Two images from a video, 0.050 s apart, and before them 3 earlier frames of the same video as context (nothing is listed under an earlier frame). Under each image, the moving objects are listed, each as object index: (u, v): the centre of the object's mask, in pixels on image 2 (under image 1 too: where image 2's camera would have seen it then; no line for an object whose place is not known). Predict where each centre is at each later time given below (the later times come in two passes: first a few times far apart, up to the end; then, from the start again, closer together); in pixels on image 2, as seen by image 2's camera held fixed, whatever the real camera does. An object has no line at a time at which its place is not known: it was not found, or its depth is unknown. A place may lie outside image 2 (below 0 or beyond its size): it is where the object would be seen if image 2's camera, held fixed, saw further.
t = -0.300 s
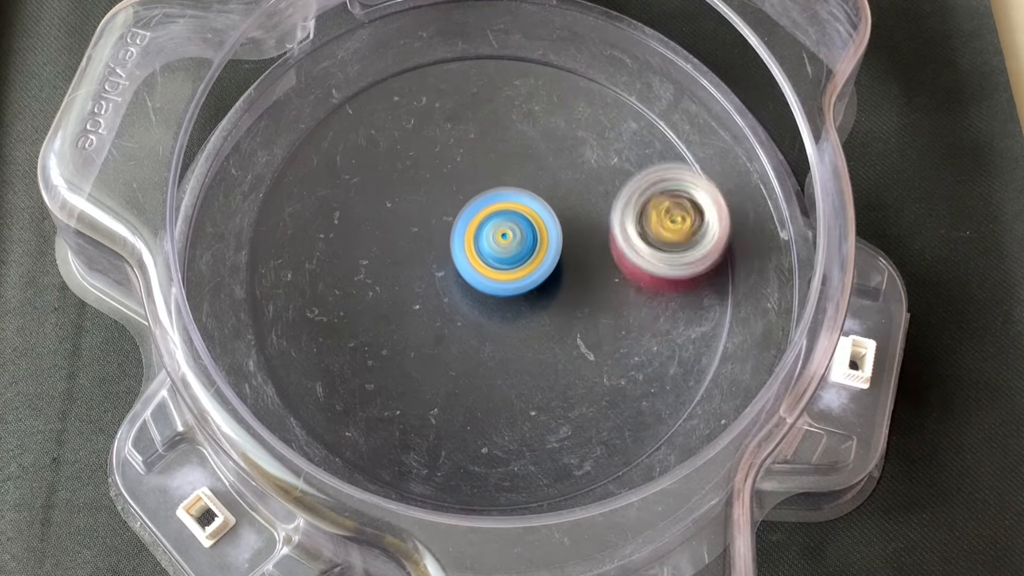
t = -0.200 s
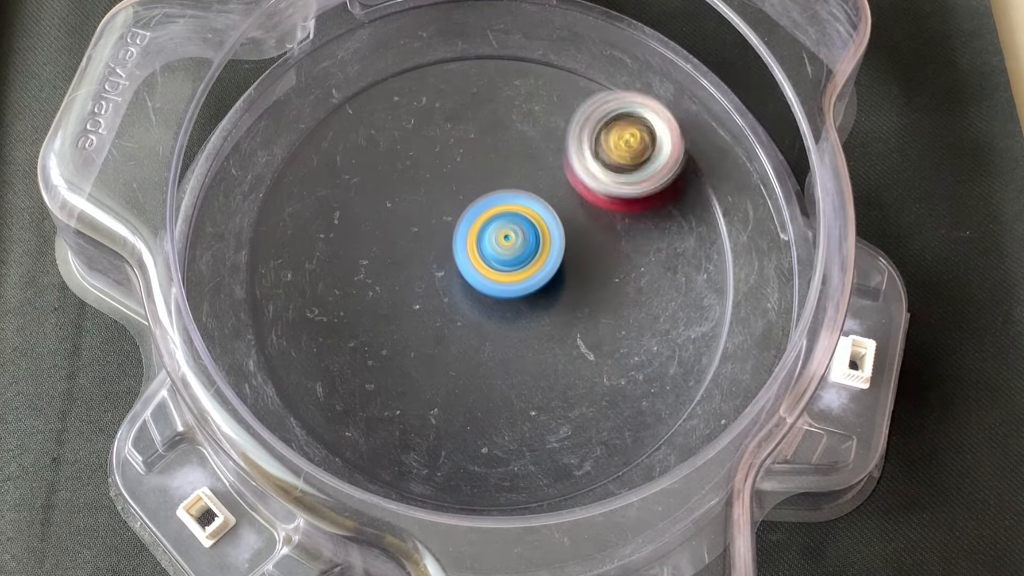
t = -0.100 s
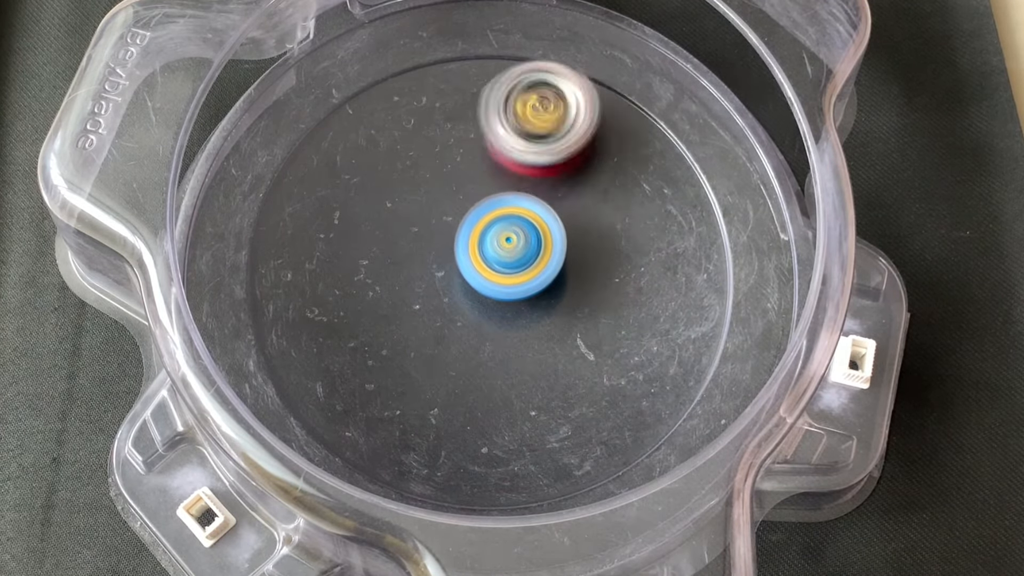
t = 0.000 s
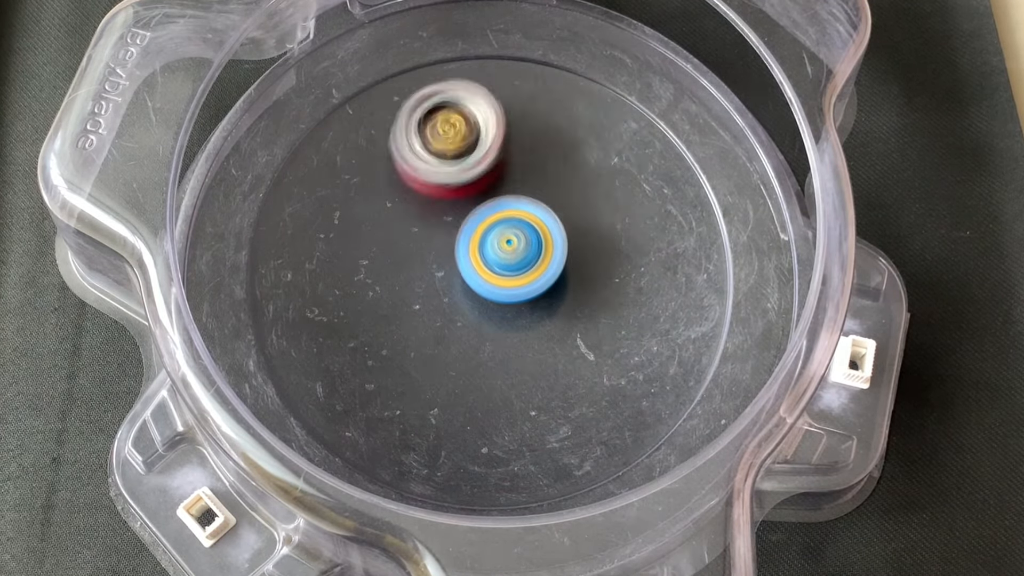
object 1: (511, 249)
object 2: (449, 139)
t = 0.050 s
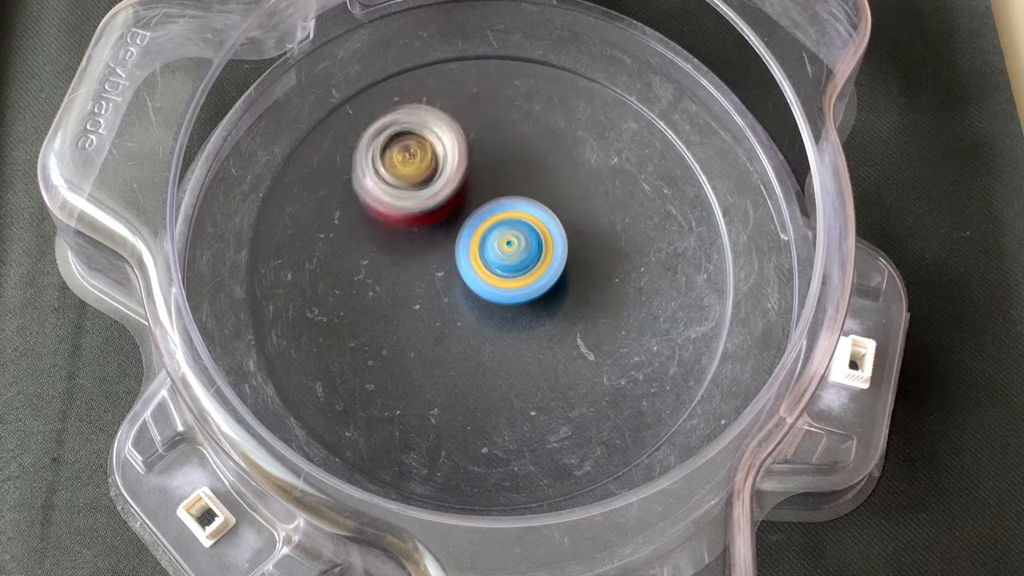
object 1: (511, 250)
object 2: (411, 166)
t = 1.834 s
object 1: (466, 269)
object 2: (529, 170)
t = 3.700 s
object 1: (520, 313)
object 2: (531, 204)
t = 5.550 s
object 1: (511, 162)
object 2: (524, 322)
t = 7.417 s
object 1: (440, 294)
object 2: (525, 180)
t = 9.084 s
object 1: (565, 277)
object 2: (424, 306)
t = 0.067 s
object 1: (512, 251)
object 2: (399, 177)
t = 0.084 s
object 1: (512, 252)
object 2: (389, 191)
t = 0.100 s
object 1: (512, 252)
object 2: (382, 203)
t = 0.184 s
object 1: (512, 254)
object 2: (361, 273)
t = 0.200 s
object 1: (512, 255)
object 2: (360, 288)
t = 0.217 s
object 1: (512, 255)
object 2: (362, 305)
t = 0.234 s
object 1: (512, 256)
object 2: (366, 319)
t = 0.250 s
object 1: (512, 256)
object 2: (370, 332)
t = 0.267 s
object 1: (512, 257)
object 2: (376, 345)
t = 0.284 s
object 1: (512, 258)
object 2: (384, 360)
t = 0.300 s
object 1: (512, 258)
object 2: (393, 373)
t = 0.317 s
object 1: (512, 259)
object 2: (403, 382)
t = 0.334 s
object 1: (513, 259)
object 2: (414, 392)
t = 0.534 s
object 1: (511, 266)
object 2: (588, 394)
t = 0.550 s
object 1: (511, 266)
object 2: (600, 385)
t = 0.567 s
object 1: (511, 267)
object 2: (609, 375)
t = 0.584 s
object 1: (510, 267)
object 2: (616, 365)
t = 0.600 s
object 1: (510, 267)
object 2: (624, 351)
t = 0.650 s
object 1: (509, 269)
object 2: (636, 313)
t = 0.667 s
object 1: (509, 269)
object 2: (638, 298)
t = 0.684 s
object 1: (509, 270)
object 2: (638, 282)
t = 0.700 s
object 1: (509, 270)
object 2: (635, 269)
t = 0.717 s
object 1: (508, 271)
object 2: (631, 256)
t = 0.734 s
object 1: (508, 271)
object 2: (626, 241)
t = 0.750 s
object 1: (507, 272)
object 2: (619, 228)
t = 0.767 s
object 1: (507, 272)
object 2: (611, 218)
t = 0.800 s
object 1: (506, 273)
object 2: (591, 198)
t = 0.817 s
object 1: (505, 274)
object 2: (579, 189)
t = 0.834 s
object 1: (505, 274)
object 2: (567, 182)
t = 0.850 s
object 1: (504, 275)
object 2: (554, 177)
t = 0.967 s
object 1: (500, 278)
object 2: (454, 170)
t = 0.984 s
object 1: (499, 278)
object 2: (440, 174)
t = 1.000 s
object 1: (499, 279)
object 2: (427, 177)
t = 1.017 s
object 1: (498, 279)
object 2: (414, 182)
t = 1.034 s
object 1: (497, 279)
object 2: (401, 190)
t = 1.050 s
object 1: (496, 280)
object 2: (389, 198)
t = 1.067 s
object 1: (496, 280)
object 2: (379, 206)
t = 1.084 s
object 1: (495, 280)
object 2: (369, 216)
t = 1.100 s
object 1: (494, 280)
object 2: (360, 228)
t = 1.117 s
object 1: (493, 280)
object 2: (354, 238)
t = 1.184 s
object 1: (490, 281)
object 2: (339, 289)
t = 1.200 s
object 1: (490, 281)
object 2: (339, 302)
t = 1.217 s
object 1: (489, 281)
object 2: (340, 317)
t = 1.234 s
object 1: (489, 281)
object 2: (344, 331)
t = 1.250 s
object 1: (488, 281)
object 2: (349, 343)
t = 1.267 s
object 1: (487, 281)
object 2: (356, 355)
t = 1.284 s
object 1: (487, 281)
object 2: (365, 368)
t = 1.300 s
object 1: (486, 281)
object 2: (375, 376)
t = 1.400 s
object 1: (482, 280)
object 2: (461, 410)
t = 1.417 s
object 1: (481, 280)
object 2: (476, 409)
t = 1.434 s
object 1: (480, 280)
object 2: (489, 407)
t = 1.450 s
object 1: (480, 279)
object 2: (504, 402)
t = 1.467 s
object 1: (479, 279)
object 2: (518, 396)
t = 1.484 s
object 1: (478, 279)
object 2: (529, 390)
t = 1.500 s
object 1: (478, 279)
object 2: (541, 382)
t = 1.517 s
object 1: (477, 279)
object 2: (552, 373)
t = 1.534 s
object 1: (476, 278)
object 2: (560, 363)
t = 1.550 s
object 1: (476, 278)
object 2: (567, 354)
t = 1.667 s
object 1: (471, 274)
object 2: (590, 269)
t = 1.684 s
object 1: (470, 274)
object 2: (589, 255)
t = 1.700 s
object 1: (469, 273)
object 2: (587, 242)
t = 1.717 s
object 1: (468, 272)
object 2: (583, 230)
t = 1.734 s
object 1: (468, 272)
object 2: (578, 220)
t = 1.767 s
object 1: (468, 271)
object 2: (565, 198)
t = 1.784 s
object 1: (467, 271)
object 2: (557, 191)
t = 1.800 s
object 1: (467, 270)
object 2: (548, 183)
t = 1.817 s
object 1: (466, 270)
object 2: (539, 176)
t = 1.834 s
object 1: (466, 269)
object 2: (529, 170)
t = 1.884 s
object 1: (465, 268)
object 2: (498, 161)
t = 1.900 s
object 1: (465, 268)
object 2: (486, 160)
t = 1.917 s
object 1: (465, 268)
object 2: (476, 160)
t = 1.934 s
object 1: (464, 268)
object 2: (466, 159)
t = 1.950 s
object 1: (464, 269)
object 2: (456, 160)
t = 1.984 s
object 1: (463, 274)
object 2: (438, 162)
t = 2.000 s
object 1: (462, 276)
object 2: (429, 163)
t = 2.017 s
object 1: (461, 278)
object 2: (420, 166)
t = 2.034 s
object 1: (461, 279)
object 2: (414, 169)
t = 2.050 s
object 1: (461, 279)
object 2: (407, 173)
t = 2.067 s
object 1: (461, 280)
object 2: (400, 179)
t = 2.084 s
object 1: (461, 279)
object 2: (394, 184)
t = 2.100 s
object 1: (461, 279)
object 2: (390, 190)
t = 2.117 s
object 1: (462, 281)
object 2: (385, 197)
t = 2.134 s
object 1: (464, 284)
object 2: (382, 201)
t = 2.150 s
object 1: (466, 288)
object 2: (380, 203)
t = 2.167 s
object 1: (468, 292)
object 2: (377, 207)
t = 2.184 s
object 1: (470, 295)
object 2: (375, 211)
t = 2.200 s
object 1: (472, 296)
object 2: (374, 215)
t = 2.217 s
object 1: (473, 297)
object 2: (372, 221)
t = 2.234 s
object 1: (474, 298)
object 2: (371, 226)
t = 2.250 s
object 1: (475, 298)
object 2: (372, 232)
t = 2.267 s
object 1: (476, 298)
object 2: (372, 238)
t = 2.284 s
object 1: (478, 298)
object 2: (374, 244)
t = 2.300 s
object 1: (482, 300)
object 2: (376, 249)
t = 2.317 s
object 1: (487, 303)
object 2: (377, 253)
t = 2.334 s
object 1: (491, 306)
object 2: (380, 255)
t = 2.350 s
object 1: (496, 309)
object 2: (383, 259)
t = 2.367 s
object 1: (499, 310)
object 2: (387, 262)
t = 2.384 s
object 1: (502, 311)
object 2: (392, 266)
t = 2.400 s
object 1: (506, 313)
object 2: (397, 268)
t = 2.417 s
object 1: (514, 315)
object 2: (400, 268)
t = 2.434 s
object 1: (520, 318)
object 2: (402, 267)
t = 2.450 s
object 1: (525, 320)
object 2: (405, 266)
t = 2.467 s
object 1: (530, 321)
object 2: (409, 265)
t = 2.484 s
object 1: (534, 322)
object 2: (412, 264)
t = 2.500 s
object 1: (537, 322)
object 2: (416, 262)
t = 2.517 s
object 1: (539, 322)
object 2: (420, 260)
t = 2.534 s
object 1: (540, 321)
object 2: (424, 258)
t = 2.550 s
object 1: (542, 320)
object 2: (428, 256)
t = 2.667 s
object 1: (549, 318)
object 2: (452, 231)
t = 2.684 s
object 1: (550, 317)
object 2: (455, 227)
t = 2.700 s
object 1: (550, 317)
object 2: (458, 222)
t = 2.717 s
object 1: (551, 316)
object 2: (460, 218)
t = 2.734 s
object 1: (552, 316)
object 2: (462, 214)
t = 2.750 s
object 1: (552, 315)
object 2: (463, 210)
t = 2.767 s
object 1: (552, 315)
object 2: (465, 206)
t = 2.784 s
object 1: (553, 314)
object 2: (466, 202)
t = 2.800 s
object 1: (553, 314)
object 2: (466, 198)
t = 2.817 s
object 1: (553, 313)
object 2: (467, 194)
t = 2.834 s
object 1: (553, 313)
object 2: (467, 191)
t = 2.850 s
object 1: (553, 312)
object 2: (466, 188)
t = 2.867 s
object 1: (553, 312)
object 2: (466, 185)
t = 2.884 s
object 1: (553, 311)
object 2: (465, 182)
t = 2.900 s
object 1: (553, 311)
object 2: (464, 181)
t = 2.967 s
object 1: (552, 309)
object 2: (460, 177)
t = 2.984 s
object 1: (552, 309)
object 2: (459, 177)
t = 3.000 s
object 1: (552, 308)
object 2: (458, 178)
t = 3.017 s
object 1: (551, 308)
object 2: (458, 178)
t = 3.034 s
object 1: (551, 308)
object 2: (457, 180)
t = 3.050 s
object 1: (551, 307)
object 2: (457, 181)
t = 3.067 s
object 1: (551, 307)
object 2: (457, 183)
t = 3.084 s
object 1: (550, 307)
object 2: (457, 185)
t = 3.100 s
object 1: (550, 307)
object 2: (457, 187)
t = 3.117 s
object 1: (550, 306)
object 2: (458, 190)
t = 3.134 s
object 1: (550, 306)
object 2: (459, 192)
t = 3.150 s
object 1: (549, 306)
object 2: (461, 195)
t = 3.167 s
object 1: (549, 305)
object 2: (462, 199)
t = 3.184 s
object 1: (548, 305)
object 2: (465, 201)
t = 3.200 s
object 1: (548, 305)
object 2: (467, 205)
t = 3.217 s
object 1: (547, 304)
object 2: (471, 208)
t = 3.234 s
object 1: (547, 304)
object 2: (474, 211)
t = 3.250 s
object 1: (546, 304)
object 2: (477, 213)
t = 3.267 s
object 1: (546, 305)
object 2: (481, 215)
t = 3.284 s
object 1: (546, 309)
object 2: (484, 215)
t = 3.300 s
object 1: (545, 313)
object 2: (488, 214)
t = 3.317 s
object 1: (544, 316)
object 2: (491, 214)
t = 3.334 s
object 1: (544, 317)
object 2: (494, 213)
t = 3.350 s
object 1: (543, 318)
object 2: (497, 212)
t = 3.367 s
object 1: (542, 319)
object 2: (500, 213)
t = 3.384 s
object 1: (540, 319)
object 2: (504, 213)
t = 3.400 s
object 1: (539, 319)
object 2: (507, 213)
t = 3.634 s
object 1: (525, 314)
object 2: (530, 203)
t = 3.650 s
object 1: (525, 313)
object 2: (530, 204)
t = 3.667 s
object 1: (524, 312)
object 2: (530, 204)
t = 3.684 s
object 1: (522, 312)
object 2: (530, 204)
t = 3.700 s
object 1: (520, 313)
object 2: (531, 204)
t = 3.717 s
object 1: (518, 314)
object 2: (532, 203)
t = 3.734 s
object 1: (516, 315)
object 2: (532, 203)
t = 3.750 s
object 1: (514, 315)
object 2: (532, 202)
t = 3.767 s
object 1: (512, 314)
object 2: (532, 202)
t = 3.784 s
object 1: (511, 314)
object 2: (532, 202)
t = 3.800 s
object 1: (510, 313)
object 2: (532, 202)
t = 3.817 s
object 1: (508, 312)
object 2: (531, 202)
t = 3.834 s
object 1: (507, 311)
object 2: (530, 203)
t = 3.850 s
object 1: (506, 310)
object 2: (529, 203)
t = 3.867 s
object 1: (504, 309)
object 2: (529, 205)
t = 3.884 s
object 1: (502, 310)
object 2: (529, 205)
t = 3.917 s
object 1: (495, 313)
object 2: (530, 204)
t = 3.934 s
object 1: (492, 315)
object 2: (530, 203)
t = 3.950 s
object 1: (490, 315)
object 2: (530, 203)
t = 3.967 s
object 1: (488, 315)
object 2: (529, 203)
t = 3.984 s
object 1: (486, 314)
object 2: (529, 203)
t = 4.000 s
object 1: (485, 314)
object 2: (529, 204)
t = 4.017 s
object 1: (484, 313)
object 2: (528, 204)
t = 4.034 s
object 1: (483, 312)
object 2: (527, 205)
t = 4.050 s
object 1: (482, 312)
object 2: (526, 207)
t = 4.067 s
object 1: (481, 311)
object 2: (525, 208)
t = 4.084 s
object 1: (480, 310)
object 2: (524, 210)
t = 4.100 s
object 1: (476, 311)
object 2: (526, 210)
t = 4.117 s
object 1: (464, 319)
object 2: (532, 204)
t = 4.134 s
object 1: (453, 329)
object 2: (541, 197)
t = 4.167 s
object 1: (431, 345)
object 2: (552, 186)
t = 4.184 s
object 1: (421, 351)
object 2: (556, 180)
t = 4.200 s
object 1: (413, 355)
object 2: (558, 176)
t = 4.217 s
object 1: (406, 359)
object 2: (559, 171)
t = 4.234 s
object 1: (400, 361)
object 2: (559, 168)
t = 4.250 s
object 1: (397, 361)
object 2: (559, 164)
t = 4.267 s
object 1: (394, 361)
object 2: (558, 161)
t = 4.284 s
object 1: (393, 361)
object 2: (557, 157)
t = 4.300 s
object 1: (393, 360)
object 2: (556, 155)
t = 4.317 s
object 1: (394, 359)
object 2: (553, 152)
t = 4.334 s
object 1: (394, 357)
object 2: (551, 151)
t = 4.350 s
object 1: (395, 356)
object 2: (548, 150)
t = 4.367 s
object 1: (396, 354)
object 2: (545, 149)
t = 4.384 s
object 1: (397, 352)
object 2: (541, 149)
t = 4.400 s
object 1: (398, 350)
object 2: (537, 149)
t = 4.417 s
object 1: (400, 348)
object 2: (533, 152)
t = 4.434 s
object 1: (402, 346)
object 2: (529, 153)
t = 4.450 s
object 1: (404, 342)
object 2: (525, 157)
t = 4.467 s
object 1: (406, 340)
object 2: (521, 160)
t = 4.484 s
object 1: (408, 337)
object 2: (517, 165)
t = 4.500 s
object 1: (410, 334)
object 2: (513, 170)
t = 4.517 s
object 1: (412, 331)
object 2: (510, 176)
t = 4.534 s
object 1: (415, 328)
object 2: (507, 182)
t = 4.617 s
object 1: (424, 315)
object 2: (499, 218)
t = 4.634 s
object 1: (425, 313)
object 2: (498, 226)
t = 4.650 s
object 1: (426, 311)
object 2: (498, 232)
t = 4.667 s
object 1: (420, 312)
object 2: (504, 237)
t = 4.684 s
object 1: (411, 313)
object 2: (513, 240)
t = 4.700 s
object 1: (402, 315)
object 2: (521, 242)
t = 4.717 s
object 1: (396, 316)
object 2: (529, 246)
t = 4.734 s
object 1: (390, 316)
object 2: (534, 249)
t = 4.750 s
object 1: (387, 315)
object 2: (541, 252)
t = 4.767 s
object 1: (385, 314)
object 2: (546, 255)
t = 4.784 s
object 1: (384, 313)
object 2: (551, 257)
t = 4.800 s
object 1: (384, 311)
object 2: (556, 258)
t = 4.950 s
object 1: (404, 295)
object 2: (598, 269)
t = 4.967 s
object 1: (407, 292)
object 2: (601, 269)
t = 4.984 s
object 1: (411, 290)
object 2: (605, 269)
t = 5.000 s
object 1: (414, 288)
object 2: (608, 268)
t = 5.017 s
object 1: (418, 284)
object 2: (612, 267)
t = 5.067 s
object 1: (427, 274)
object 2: (617, 264)
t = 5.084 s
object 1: (431, 270)
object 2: (617, 262)
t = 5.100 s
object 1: (434, 267)
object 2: (617, 261)
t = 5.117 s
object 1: (437, 262)
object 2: (616, 259)
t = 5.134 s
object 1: (441, 257)
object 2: (614, 258)
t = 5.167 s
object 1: (447, 248)
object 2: (609, 256)
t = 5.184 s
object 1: (451, 243)
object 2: (605, 256)
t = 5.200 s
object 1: (455, 238)
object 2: (601, 255)
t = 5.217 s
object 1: (458, 234)
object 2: (596, 255)
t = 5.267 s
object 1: (471, 219)
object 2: (582, 258)
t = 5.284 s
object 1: (474, 214)
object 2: (577, 259)
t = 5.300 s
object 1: (478, 208)
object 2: (573, 262)
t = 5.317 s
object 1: (479, 202)
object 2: (569, 266)
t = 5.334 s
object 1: (481, 195)
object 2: (566, 270)
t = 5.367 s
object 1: (487, 186)
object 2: (559, 278)
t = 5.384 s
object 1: (489, 182)
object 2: (556, 282)
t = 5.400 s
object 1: (491, 178)
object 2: (552, 287)
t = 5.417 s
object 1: (494, 175)
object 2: (549, 290)
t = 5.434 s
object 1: (496, 172)
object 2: (545, 295)
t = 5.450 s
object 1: (498, 170)
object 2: (542, 298)
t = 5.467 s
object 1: (501, 168)
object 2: (538, 304)
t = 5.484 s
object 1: (503, 166)
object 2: (536, 306)
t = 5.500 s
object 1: (505, 165)
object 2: (532, 312)
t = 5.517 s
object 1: (507, 164)
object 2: (530, 314)
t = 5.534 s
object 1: (509, 163)
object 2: (526, 319)
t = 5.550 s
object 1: (511, 162)
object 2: (524, 322)
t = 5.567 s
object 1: (512, 162)
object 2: (520, 327)
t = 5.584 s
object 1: (514, 162)
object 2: (518, 329)
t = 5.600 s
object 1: (515, 162)
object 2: (515, 334)
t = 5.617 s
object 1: (516, 163)
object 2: (513, 336)
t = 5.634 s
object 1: (517, 163)
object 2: (510, 341)
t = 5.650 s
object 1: (518, 164)
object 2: (508, 343)
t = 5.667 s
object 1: (519, 165)
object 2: (506, 347)
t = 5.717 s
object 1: (521, 168)
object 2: (501, 354)
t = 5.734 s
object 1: (521, 170)
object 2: (499, 356)
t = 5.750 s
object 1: (522, 171)
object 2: (498, 359)
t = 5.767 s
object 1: (522, 173)
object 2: (496, 360)
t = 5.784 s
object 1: (522, 174)
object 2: (495, 362)
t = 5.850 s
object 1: (524, 181)
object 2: (490, 366)
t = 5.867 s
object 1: (524, 183)
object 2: (490, 366)
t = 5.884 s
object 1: (524, 185)
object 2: (488, 366)
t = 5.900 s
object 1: (525, 186)
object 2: (487, 365)
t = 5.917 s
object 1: (525, 188)
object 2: (486, 364)
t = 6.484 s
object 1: (550, 308)
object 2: (396, 257)
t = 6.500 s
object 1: (549, 311)
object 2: (394, 254)
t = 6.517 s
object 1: (549, 315)
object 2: (392, 253)
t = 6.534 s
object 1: (548, 318)
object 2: (391, 251)
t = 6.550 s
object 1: (547, 321)
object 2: (389, 250)
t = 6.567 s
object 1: (546, 323)
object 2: (388, 248)
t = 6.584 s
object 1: (545, 326)
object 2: (386, 247)
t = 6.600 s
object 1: (544, 329)
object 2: (385, 246)
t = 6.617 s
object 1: (543, 331)
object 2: (385, 245)
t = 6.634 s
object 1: (542, 333)
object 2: (385, 244)
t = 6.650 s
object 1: (541, 335)
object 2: (385, 243)
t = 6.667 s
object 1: (539, 336)
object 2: (386, 243)
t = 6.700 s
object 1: (537, 339)
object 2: (389, 241)
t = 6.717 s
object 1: (535, 340)
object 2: (391, 241)
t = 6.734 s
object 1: (534, 342)
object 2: (393, 240)
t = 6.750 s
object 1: (532, 342)
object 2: (395, 239)
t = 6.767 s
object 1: (531, 343)
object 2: (398, 239)
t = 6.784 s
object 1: (530, 344)
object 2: (401, 238)
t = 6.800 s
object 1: (528, 344)
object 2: (405, 237)
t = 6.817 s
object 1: (527, 345)
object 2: (408, 236)
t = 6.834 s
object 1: (525, 345)
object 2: (412, 235)
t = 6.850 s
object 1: (524, 345)
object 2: (416, 234)
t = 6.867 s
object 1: (523, 345)
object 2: (421, 232)
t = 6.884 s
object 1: (521, 344)
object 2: (425, 232)
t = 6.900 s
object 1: (520, 344)
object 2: (429, 230)
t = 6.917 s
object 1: (518, 343)
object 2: (434, 229)
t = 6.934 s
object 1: (516, 342)
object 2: (438, 227)
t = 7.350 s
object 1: (452, 304)
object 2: (521, 181)
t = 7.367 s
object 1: (449, 301)
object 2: (522, 181)
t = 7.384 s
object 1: (446, 299)
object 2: (524, 180)
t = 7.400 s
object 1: (443, 296)
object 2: (524, 181)
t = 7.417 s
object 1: (440, 294)
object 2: (525, 180)
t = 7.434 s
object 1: (437, 290)
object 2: (526, 181)
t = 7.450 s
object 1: (434, 287)
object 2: (527, 182)
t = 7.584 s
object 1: (417, 263)
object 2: (530, 201)
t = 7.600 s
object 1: (416, 259)
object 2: (531, 204)
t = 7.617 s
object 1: (414, 257)
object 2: (531, 209)
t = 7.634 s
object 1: (414, 254)
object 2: (532, 212)
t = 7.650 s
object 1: (413, 251)
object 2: (533, 217)
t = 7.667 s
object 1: (412, 249)
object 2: (534, 220)
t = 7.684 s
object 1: (412, 245)
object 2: (535, 225)
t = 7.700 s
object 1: (411, 243)
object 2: (535, 228)
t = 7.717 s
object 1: (412, 241)
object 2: (537, 233)
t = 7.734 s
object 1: (412, 238)
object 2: (538, 237)
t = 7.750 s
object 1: (412, 237)
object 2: (539, 241)
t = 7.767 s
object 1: (412, 234)
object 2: (540, 245)
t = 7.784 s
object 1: (413, 232)
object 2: (542, 249)
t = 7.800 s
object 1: (414, 231)
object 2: (543, 254)
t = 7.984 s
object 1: (425, 217)
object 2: (559, 293)
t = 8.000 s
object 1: (427, 216)
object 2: (560, 295)
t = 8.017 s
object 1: (428, 215)
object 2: (562, 298)
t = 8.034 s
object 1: (429, 215)
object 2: (562, 300)
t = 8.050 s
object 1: (431, 214)
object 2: (564, 303)
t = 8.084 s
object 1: (434, 213)
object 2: (565, 307)
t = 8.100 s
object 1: (436, 212)
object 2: (565, 309)
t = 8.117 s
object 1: (438, 212)
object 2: (566, 310)
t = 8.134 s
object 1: (440, 212)
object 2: (566, 312)
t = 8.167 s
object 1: (444, 211)
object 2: (565, 314)
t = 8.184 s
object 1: (446, 211)
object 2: (565, 315)
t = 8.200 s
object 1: (448, 211)
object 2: (563, 316)
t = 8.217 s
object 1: (450, 211)
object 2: (562, 317)
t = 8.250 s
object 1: (455, 210)
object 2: (558, 318)
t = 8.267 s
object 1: (458, 210)
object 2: (556, 318)
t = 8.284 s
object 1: (460, 210)
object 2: (554, 319)
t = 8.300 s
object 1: (463, 210)
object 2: (552, 318)
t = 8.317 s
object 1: (466, 209)
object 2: (549, 318)
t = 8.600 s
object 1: (524, 216)
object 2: (482, 327)
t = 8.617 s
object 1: (527, 217)
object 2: (479, 327)
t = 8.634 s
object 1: (530, 218)
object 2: (475, 330)
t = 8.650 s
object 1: (532, 220)
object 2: (472, 330)
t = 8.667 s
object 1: (535, 222)
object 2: (468, 332)
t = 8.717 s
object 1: (542, 227)
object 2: (459, 333)
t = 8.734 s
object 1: (544, 229)
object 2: (457, 334)
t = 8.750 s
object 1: (547, 231)
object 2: (453, 335)
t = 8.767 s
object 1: (549, 233)
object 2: (451, 334)
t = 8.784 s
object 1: (551, 236)
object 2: (448, 335)
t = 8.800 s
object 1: (552, 237)
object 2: (446, 334)
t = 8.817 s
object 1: (554, 240)
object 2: (444, 334)
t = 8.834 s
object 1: (555, 242)
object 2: (442, 334)
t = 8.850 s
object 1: (557, 244)
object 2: (440, 333)
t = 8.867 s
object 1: (558, 246)
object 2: (437, 333)
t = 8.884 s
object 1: (559, 249)
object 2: (436, 331)
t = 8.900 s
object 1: (560, 251)
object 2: (434, 330)
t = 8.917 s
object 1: (561, 253)
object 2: (433, 329)
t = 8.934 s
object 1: (562, 256)
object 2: (432, 327)
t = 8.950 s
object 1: (563, 258)
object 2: (431, 325)
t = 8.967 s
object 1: (563, 261)
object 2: (430, 323)
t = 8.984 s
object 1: (564, 263)
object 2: (428, 322)
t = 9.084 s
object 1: (565, 277)
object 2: (424, 306)
